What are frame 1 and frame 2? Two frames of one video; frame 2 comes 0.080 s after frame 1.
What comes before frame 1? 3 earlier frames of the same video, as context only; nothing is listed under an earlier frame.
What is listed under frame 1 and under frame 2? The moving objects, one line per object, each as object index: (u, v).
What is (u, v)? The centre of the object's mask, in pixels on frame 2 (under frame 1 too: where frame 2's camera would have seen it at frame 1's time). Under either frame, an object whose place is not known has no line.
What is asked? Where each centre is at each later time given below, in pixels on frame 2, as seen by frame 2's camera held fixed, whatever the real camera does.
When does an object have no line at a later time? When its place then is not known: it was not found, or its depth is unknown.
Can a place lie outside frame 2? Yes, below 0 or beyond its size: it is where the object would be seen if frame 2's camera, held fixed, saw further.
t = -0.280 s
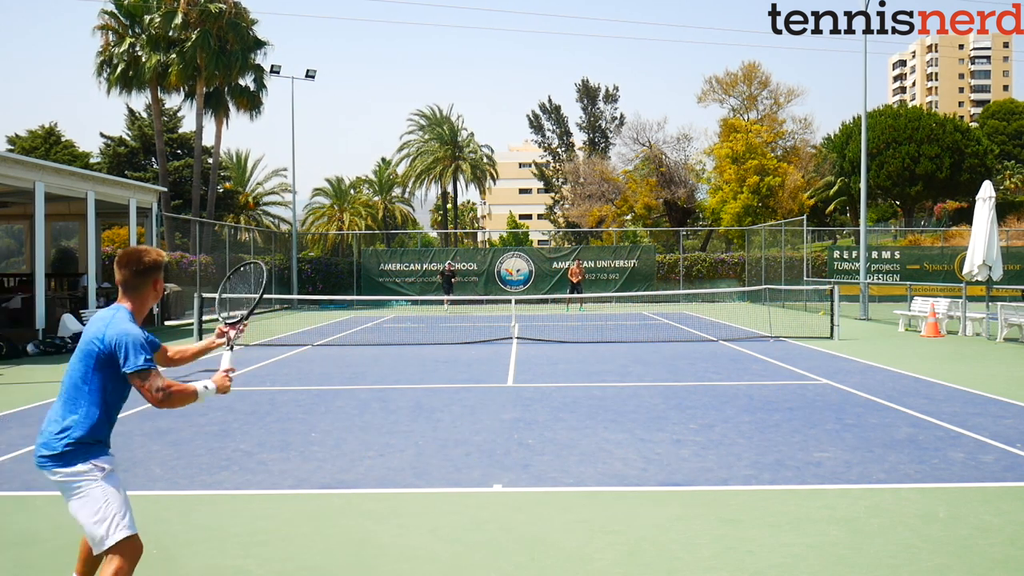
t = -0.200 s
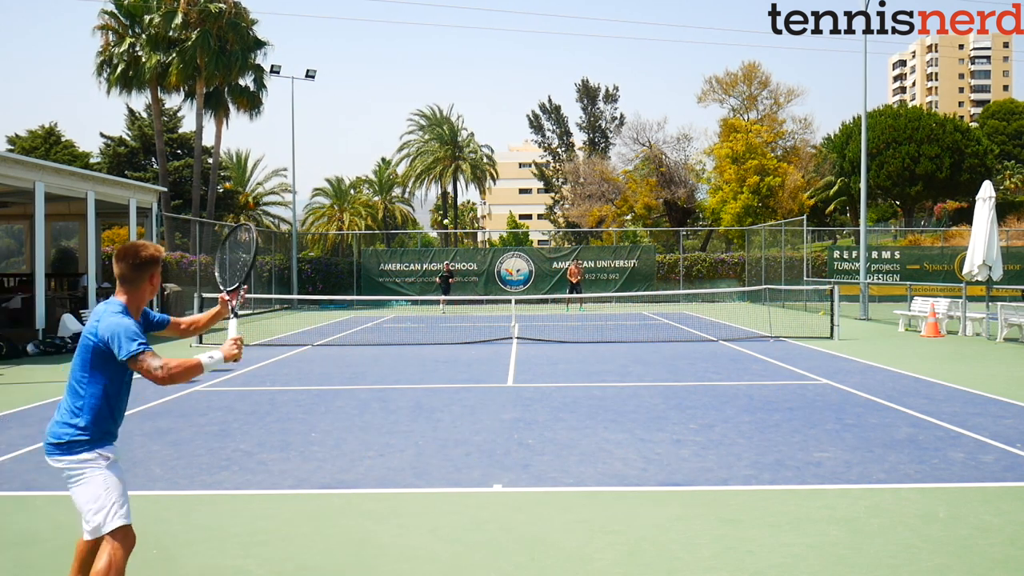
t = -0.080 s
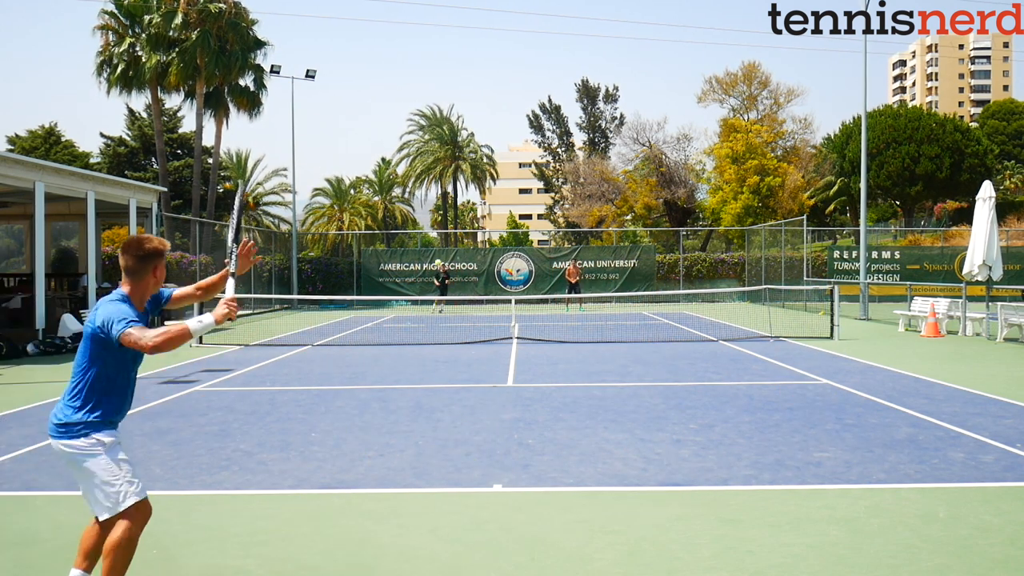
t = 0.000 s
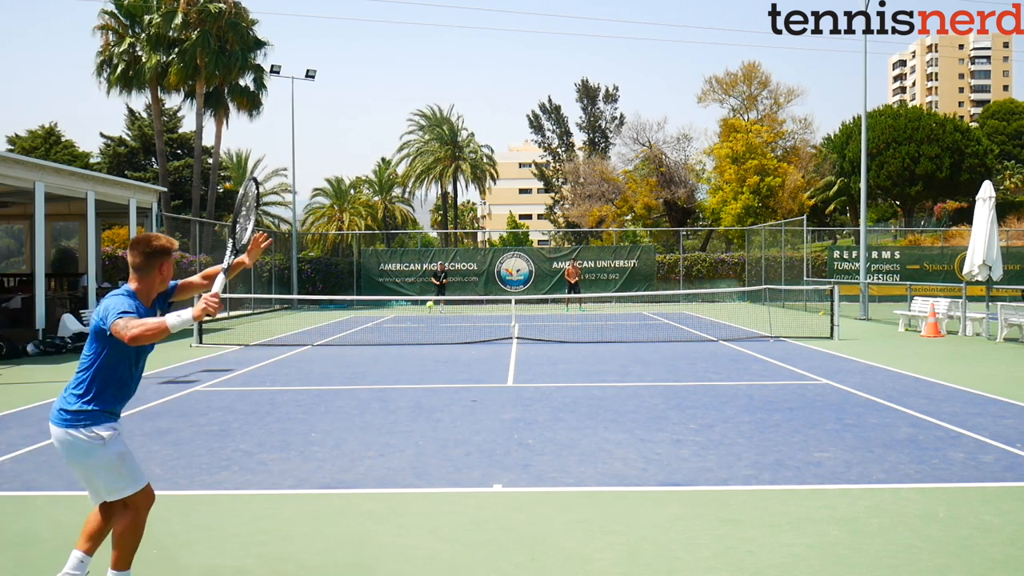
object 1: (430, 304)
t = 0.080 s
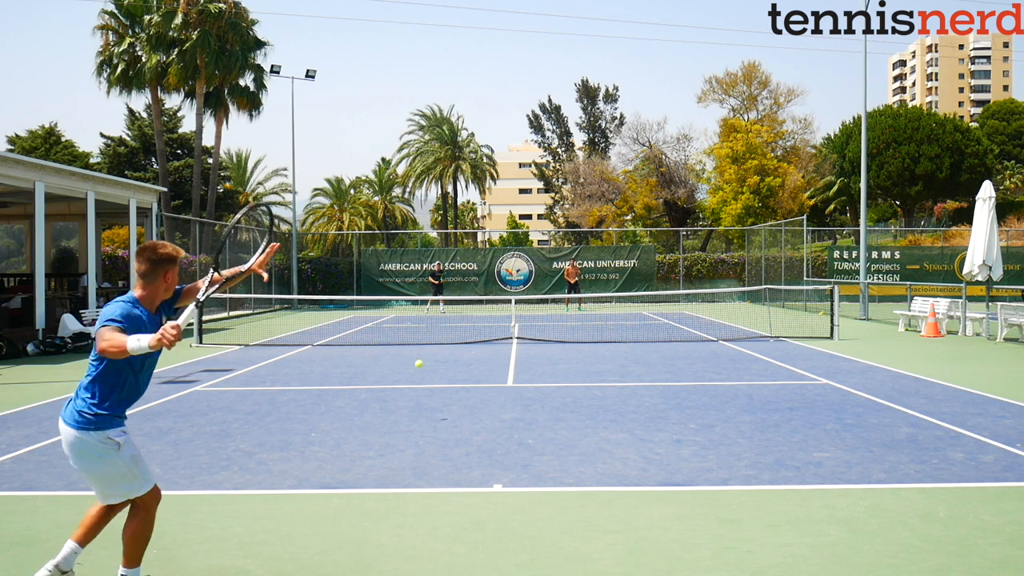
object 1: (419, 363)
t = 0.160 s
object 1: (405, 434)
